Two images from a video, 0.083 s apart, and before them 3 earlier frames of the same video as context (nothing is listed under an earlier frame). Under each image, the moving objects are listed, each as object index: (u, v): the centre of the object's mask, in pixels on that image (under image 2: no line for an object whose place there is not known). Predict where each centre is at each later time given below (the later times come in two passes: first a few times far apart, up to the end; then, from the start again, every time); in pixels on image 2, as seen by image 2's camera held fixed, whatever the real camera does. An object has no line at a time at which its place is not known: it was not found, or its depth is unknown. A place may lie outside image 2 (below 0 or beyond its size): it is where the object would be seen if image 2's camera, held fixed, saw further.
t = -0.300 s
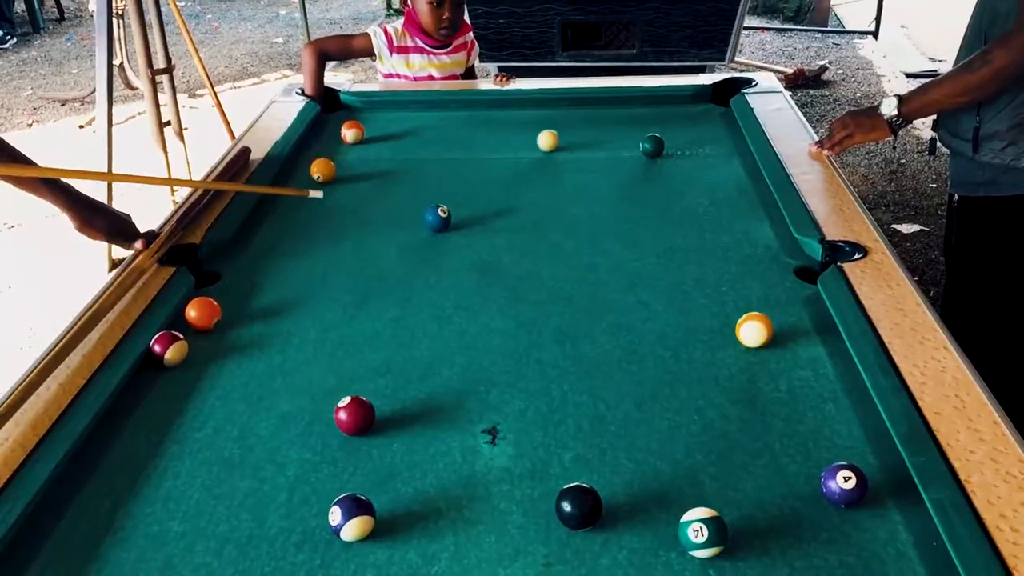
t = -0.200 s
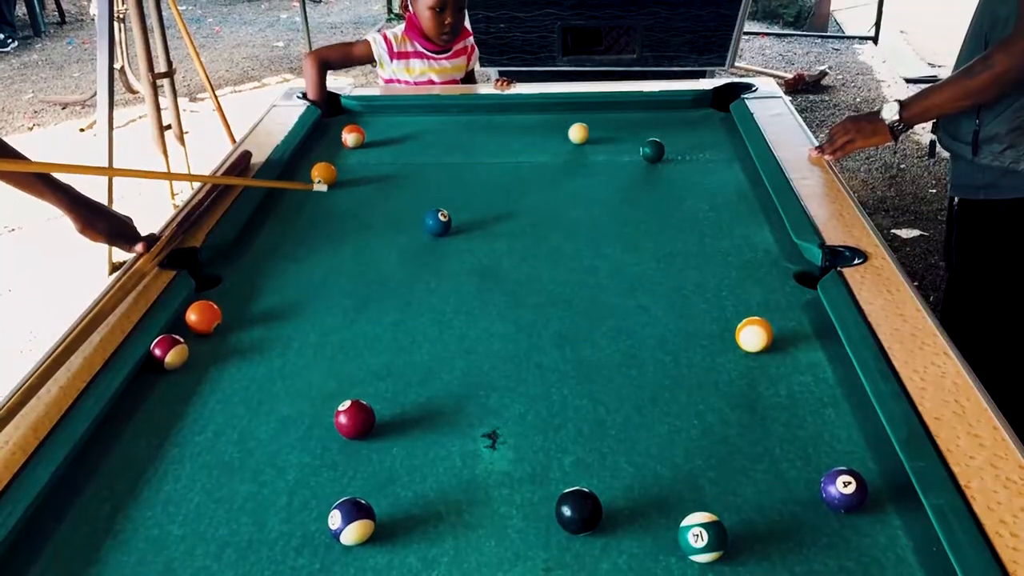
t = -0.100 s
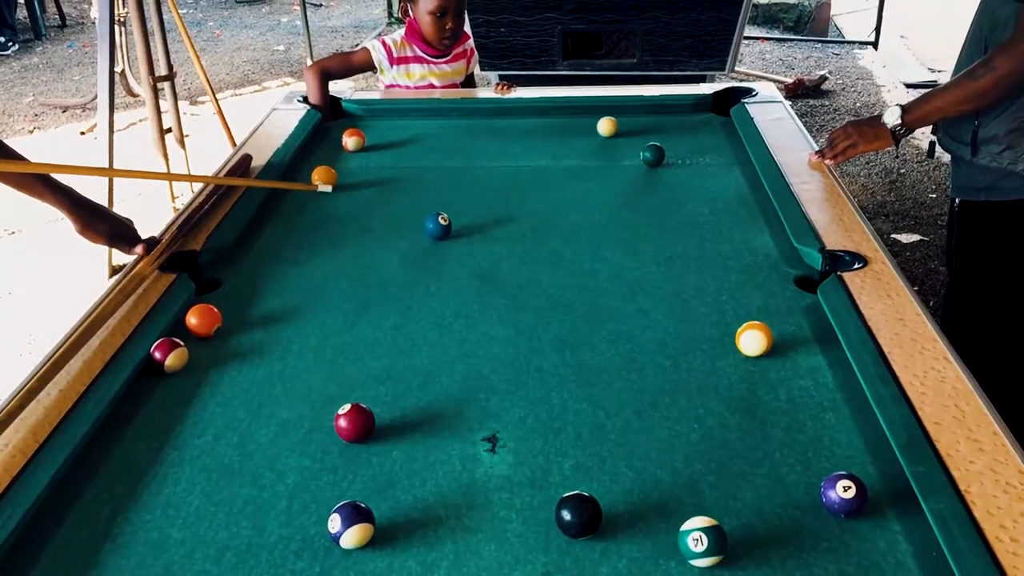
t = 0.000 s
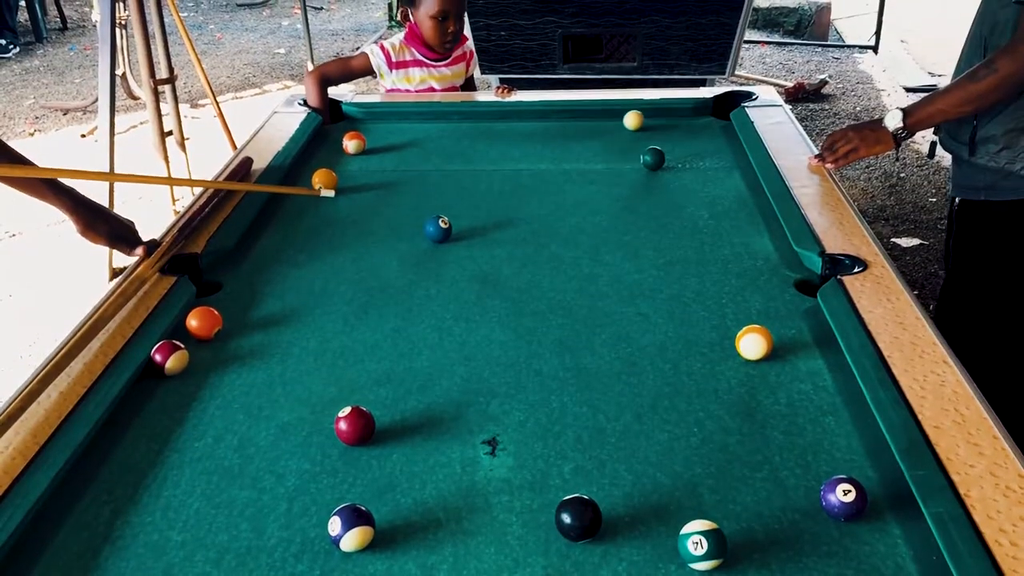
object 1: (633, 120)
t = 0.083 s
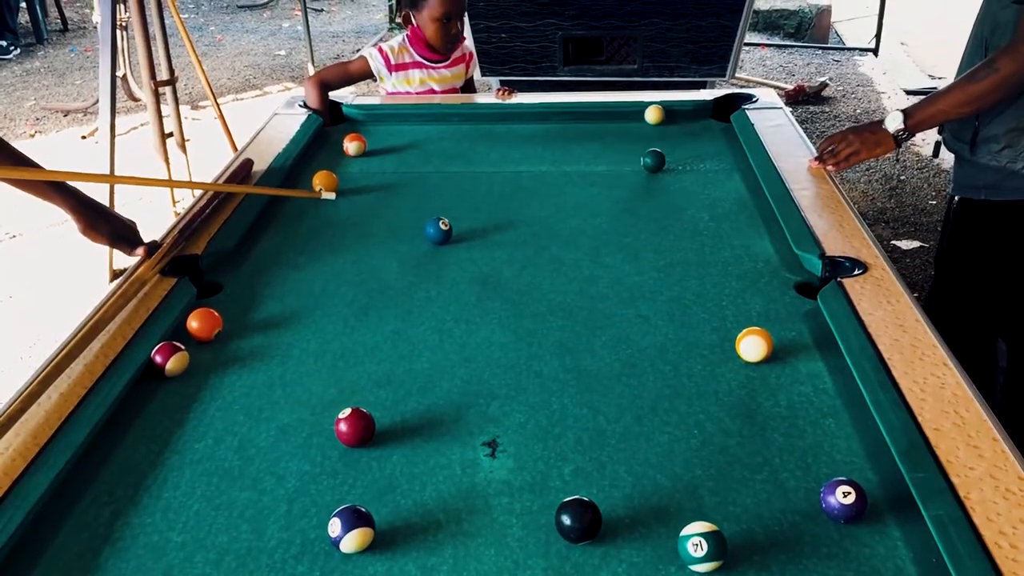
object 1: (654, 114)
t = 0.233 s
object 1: (682, 123)
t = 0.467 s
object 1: (725, 138)
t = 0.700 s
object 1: (707, 153)
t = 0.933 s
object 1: (683, 169)
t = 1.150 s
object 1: (659, 182)
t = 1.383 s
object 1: (634, 198)
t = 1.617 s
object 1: (608, 212)
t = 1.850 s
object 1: (581, 227)
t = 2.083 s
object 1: (554, 241)
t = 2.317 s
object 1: (526, 253)
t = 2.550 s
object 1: (499, 264)
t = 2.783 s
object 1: (472, 274)
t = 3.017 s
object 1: (447, 282)
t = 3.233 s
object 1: (425, 288)
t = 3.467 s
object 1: (404, 293)
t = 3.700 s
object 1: (386, 296)
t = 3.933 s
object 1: (372, 297)
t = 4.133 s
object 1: (362, 298)
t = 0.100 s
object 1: (658, 114)
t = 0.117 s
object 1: (661, 115)
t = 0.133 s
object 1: (664, 116)
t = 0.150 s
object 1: (667, 118)
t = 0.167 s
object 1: (670, 119)
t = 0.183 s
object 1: (673, 120)
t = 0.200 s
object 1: (675, 121)
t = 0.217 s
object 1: (678, 122)
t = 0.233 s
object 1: (682, 123)
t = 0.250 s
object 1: (685, 124)
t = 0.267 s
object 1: (688, 125)
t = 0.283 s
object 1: (691, 126)
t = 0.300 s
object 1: (694, 127)
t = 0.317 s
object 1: (697, 128)
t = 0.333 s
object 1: (700, 129)
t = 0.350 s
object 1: (703, 130)
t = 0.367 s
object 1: (706, 131)
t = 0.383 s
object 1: (709, 132)
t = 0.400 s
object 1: (712, 134)
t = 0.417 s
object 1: (716, 135)
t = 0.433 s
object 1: (719, 136)
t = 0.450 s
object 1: (722, 137)
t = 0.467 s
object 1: (725, 138)
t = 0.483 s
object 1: (728, 139)
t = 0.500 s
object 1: (726, 140)
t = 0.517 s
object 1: (725, 141)
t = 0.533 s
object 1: (723, 143)
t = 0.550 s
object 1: (721, 143)
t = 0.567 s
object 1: (720, 145)
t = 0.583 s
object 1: (718, 146)
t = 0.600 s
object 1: (716, 147)
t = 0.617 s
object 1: (715, 148)
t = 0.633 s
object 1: (713, 149)
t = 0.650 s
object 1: (711, 150)
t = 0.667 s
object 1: (710, 151)
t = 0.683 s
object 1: (708, 152)
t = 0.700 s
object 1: (707, 153)
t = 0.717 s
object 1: (705, 154)
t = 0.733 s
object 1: (704, 155)
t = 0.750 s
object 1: (702, 157)
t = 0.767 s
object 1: (700, 158)
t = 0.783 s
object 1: (698, 159)
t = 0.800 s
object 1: (697, 160)
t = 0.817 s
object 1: (695, 161)
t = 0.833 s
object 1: (693, 162)
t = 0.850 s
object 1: (691, 163)
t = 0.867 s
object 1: (690, 164)
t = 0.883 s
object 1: (688, 165)
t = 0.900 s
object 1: (686, 166)
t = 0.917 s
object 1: (684, 168)
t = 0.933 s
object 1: (683, 169)
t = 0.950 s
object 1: (681, 170)
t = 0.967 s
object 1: (679, 171)
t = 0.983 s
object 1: (677, 172)
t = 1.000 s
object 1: (676, 173)
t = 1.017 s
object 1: (674, 174)
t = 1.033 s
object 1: (672, 175)
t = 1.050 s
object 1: (670, 176)
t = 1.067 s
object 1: (668, 177)
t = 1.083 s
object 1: (667, 178)
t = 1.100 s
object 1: (665, 179)
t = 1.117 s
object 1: (663, 180)
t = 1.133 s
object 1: (661, 182)
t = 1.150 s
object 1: (659, 182)
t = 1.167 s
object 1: (658, 184)
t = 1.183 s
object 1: (656, 185)
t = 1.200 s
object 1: (654, 186)
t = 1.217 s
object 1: (652, 187)
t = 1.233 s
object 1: (650, 188)
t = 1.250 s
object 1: (649, 189)
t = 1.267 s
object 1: (647, 190)
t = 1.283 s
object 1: (645, 191)
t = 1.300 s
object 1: (643, 193)
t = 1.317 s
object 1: (641, 193)
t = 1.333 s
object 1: (640, 194)
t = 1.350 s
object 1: (638, 196)
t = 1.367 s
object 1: (636, 197)
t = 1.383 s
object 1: (634, 198)
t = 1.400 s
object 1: (632, 199)
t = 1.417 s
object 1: (630, 200)
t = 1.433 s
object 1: (629, 201)
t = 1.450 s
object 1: (627, 202)
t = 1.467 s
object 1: (625, 203)
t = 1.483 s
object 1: (623, 204)
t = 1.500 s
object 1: (621, 205)
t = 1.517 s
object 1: (619, 206)
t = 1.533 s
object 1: (617, 207)
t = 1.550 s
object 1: (616, 208)
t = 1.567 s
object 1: (614, 209)
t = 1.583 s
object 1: (612, 210)
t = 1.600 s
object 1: (610, 211)
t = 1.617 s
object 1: (608, 212)
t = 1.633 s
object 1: (606, 214)
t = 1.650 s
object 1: (604, 215)
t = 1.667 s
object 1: (602, 216)
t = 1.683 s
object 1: (601, 217)
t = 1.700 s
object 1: (599, 218)
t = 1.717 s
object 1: (597, 219)
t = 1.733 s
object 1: (595, 220)
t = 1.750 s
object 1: (593, 221)
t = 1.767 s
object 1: (591, 222)
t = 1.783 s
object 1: (589, 223)
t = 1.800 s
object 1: (587, 224)
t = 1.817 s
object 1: (585, 225)
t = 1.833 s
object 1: (583, 226)
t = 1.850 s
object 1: (581, 227)
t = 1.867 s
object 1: (579, 228)
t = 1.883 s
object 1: (577, 229)
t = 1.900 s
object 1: (575, 230)
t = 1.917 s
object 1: (573, 231)
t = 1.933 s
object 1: (571, 232)
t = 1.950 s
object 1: (570, 233)
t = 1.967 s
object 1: (568, 234)
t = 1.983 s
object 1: (566, 235)
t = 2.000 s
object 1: (564, 236)
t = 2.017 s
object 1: (562, 237)
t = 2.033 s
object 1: (559, 238)
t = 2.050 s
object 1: (558, 239)
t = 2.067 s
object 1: (556, 240)
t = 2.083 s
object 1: (554, 241)
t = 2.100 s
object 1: (552, 241)
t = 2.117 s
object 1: (550, 242)
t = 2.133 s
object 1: (548, 243)
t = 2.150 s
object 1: (546, 244)
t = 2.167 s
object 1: (544, 245)
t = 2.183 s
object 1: (542, 246)
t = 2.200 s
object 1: (540, 247)
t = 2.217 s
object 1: (538, 248)
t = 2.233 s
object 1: (536, 249)
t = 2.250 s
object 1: (534, 249)
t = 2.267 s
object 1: (532, 250)
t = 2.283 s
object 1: (530, 251)
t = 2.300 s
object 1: (528, 252)
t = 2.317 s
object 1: (526, 253)
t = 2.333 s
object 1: (524, 254)
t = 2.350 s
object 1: (522, 255)
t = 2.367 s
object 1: (521, 255)
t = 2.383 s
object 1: (518, 256)
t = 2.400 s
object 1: (516, 257)
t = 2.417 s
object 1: (514, 258)
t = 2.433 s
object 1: (512, 259)
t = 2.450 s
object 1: (510, 260)
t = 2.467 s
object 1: (509, 260)
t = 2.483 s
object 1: (507, 261)
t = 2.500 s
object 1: (505, 262)
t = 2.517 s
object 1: (503, 263)
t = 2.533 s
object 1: (501, 264)
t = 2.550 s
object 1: (499, 264)
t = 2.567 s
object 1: (497, 265)
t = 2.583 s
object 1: (495, 266)
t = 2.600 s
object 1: (493, 267)
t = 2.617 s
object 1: (491, 267)
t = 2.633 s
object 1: (489, 268)
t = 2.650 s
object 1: (487, 269)
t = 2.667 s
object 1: (485, 269)
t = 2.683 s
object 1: (484, 270)
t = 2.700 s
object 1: (482, 271)
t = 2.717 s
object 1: (480, 271)
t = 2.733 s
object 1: (478, 272)
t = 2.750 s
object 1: (476, 273)
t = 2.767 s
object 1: (474, 273)
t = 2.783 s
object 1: (472, 274)
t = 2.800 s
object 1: (470, 275)
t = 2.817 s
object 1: (468, 275)
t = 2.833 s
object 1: (467, 276)
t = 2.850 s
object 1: (465, 276)
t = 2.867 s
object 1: (463, 277)
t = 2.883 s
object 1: (461, 278)
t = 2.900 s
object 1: (459, 278)
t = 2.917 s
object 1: (457, 279)
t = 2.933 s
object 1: (456, 279)
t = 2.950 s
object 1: (454, 280)
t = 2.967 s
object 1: (452, 280)
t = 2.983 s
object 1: (450, 281)
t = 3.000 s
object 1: (448, 282)
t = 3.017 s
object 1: (447, 282)
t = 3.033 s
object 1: (445, 282)
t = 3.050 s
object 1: (443, 283)
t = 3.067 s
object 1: (441, 283)
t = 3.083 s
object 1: (440, 284)
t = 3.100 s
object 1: (438, 284)
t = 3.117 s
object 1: (436, 285)
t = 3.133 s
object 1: (435, 285)
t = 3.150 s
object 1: (433, 286)
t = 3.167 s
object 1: (431, 286)
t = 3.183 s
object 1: (430, 287)
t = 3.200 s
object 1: (428, 287)
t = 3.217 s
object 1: (426, 287)
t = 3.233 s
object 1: (425, 288)
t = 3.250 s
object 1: (423, 288)
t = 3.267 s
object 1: (422, 289)
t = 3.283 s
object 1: (420, 289)
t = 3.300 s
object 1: (418, 289)
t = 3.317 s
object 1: (417, 290)
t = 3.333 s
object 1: (415, 290)
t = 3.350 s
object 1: (414, 290)
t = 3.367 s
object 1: (412, 291)
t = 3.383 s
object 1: (411, 291)
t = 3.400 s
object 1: (409, 292)
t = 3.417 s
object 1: (408, 292)
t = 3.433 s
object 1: (406, 292)
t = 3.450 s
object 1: (405, 293)
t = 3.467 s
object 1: (404, 293)
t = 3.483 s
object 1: (402, 293)
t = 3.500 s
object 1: (401, 293)
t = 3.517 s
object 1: (399, 294)
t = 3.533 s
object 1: (398, 294)
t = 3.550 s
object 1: (397, 294)
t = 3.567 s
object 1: (395, 294)
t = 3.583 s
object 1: (394, 294)
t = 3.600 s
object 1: (393, 295)
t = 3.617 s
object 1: (392, 295)
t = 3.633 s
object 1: (390, 295)
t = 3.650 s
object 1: (389, 295)
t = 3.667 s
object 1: (388, 295)
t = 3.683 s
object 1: (387, 296)
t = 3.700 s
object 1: (386, 296)
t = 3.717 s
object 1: (384, 296)
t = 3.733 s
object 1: (383, 296)
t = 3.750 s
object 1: (382, 296)
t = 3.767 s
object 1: (381, 296)
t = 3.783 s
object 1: (380, 296)
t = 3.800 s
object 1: (379, 297)
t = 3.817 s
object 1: (378, 297)
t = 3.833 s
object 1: (377, 297)
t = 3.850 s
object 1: (376, 297)
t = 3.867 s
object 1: (375, 297)
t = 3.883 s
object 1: (374, 297)
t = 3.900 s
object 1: (373, 297)
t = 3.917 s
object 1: (372, 297)
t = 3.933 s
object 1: (372, 297)
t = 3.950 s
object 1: (371, 297)
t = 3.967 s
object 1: (369, 297)
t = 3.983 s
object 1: (369, 297)
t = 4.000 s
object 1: (368, 297)
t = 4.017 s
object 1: (367, 297)
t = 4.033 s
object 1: (366, 298)
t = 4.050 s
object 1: (365, 298)
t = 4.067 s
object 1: (365, 298)
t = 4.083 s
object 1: (364, 297)
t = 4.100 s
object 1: (363, 298)
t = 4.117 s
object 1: (362, 298)
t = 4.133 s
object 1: (362, 298)
